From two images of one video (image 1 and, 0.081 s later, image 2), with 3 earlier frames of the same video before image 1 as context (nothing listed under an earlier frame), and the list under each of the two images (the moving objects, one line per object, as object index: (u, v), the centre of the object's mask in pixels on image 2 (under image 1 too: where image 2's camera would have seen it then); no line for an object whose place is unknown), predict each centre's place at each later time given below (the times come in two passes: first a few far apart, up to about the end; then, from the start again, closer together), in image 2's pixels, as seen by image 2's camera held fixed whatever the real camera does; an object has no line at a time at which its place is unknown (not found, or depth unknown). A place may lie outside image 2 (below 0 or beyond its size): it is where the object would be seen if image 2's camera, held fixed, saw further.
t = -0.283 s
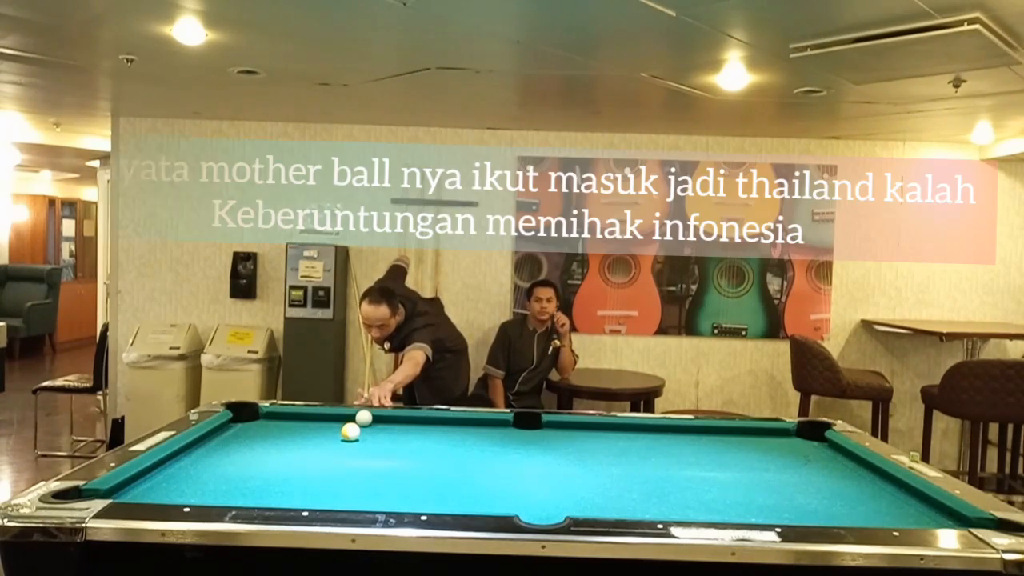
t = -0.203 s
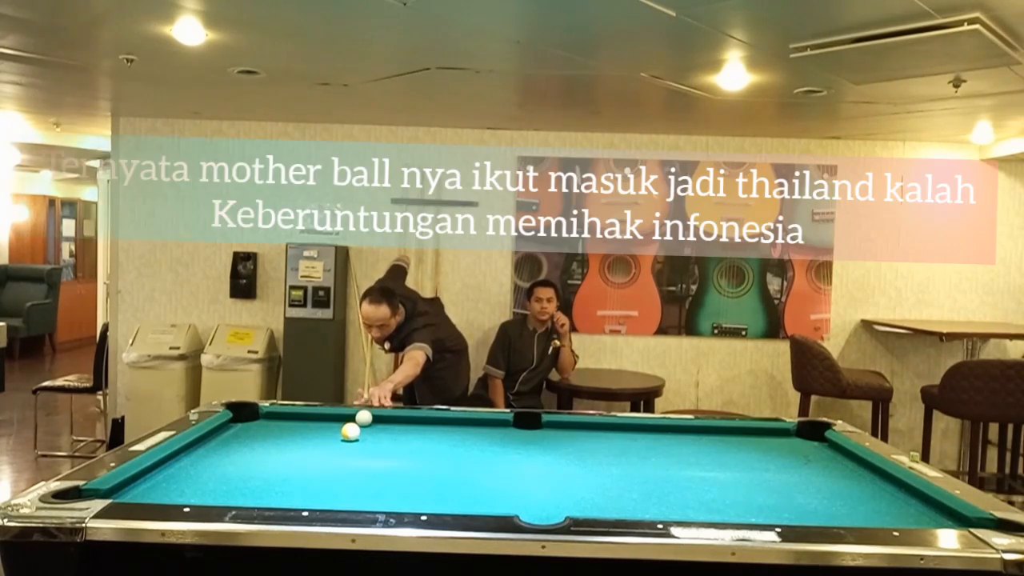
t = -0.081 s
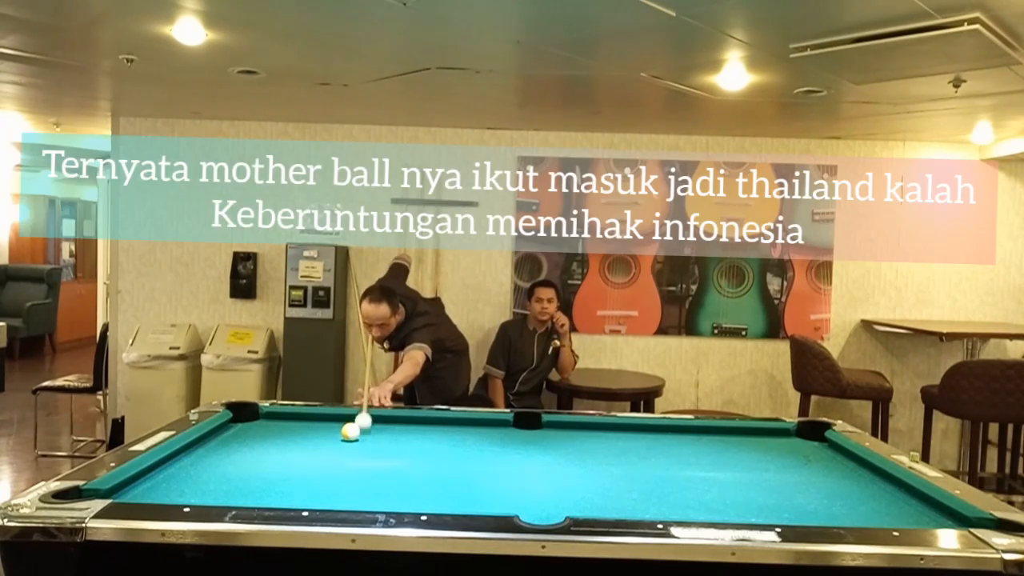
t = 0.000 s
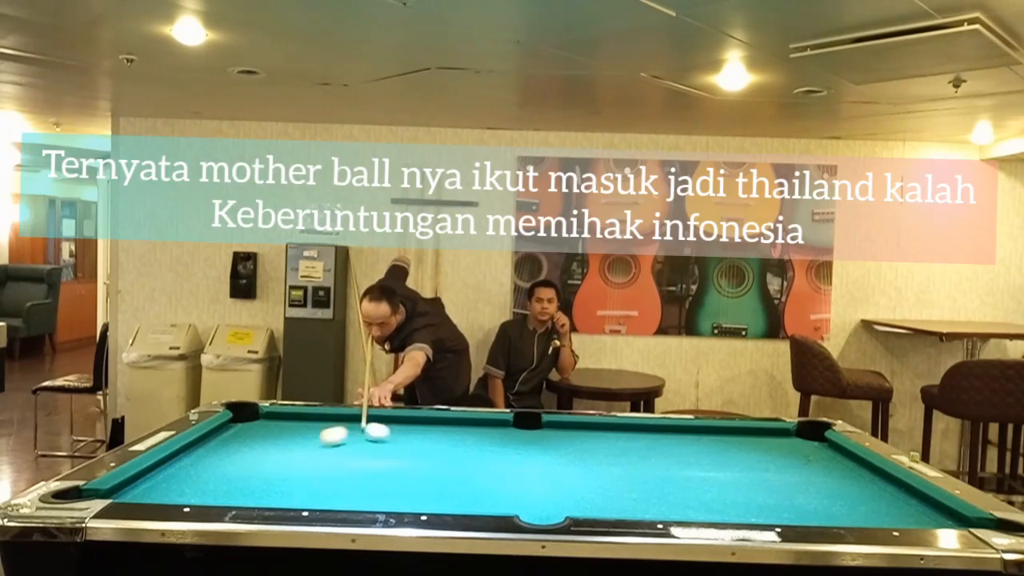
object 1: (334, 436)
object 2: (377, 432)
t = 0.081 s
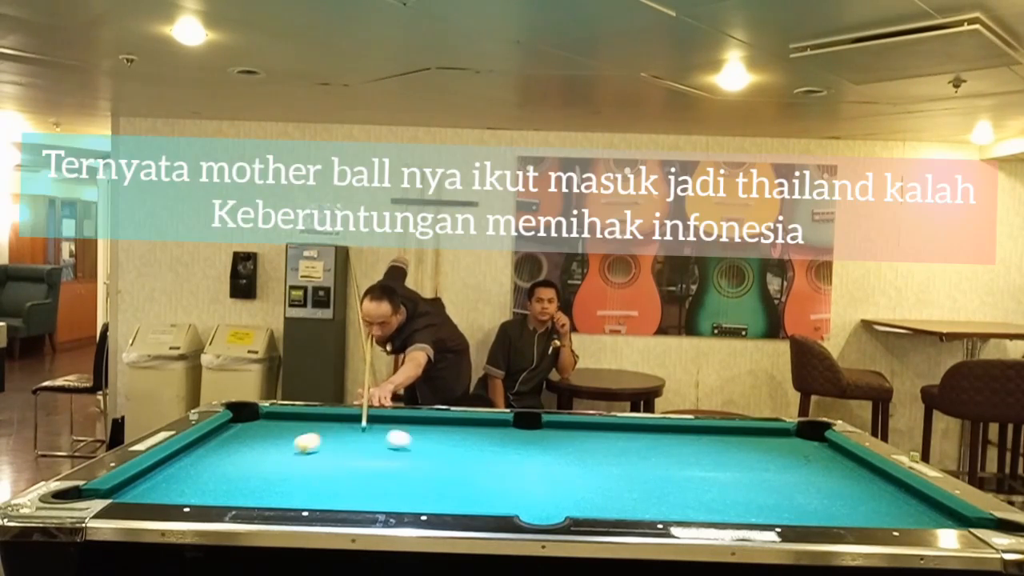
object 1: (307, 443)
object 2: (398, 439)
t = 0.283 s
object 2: (457, 461)
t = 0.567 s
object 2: (561, 501)
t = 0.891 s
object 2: (649, 499)
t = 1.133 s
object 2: (689, 483)
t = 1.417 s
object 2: (726, 468)
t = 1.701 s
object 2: (754, 456)
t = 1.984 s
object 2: (776, 445)
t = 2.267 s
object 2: (794, 435)
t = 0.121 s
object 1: (296, 446)
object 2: (409, 443)
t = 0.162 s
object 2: (421, 447)
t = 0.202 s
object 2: (433, 452)
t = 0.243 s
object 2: (445, 456)
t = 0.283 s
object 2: (457, 461)
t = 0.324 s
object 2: (471, 466)
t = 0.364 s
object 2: (484, 472)
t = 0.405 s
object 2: (498, 478)
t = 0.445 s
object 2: (513, 483)
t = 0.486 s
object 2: (528, 488)
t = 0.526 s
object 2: (545, 494)
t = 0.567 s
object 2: (561, 501)
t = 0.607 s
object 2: (579, 505)
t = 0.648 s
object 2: (597, 510)
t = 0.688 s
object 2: (608, 509)
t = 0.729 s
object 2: (617, 507)
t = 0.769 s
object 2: (625, 505)
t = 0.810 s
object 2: (633, 503)
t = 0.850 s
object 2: (641, 501)
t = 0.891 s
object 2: (649, 499)
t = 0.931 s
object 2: (656, 496)
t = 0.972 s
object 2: (663, 493)
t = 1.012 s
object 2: (670, 490)
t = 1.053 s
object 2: (676, 488)
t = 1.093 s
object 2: (683, 486)
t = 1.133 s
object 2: (689, 483)
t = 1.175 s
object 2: (695, 481)
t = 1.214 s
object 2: (700, 478)
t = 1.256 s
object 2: (706, 476)
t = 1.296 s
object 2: (711, 474)
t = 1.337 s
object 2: (716, 472)
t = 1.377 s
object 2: (721, 470)
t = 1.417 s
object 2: (726, 468)
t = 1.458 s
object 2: (730, 466)
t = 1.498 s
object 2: (734, 464)
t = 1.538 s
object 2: (739, 463)
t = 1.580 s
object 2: (743, 461)
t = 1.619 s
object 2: (747, 459)
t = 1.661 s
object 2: (751, 457)
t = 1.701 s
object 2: (754, 456)
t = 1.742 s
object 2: (758, 454)
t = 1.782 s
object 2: (761, 452)
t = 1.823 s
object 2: (764, 451)
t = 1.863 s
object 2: (768, 449)
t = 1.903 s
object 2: (770, 448)
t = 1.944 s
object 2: (774, 446)
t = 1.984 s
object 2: (776, 445)
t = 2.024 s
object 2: (779, 443)
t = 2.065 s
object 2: (782, 442)
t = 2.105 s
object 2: (784, 441)
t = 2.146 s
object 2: (787, 440)
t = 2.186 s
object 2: (789, 438)
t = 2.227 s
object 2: (791, 437)
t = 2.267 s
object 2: (794, 435)
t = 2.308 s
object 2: (796, 434)
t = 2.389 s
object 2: (800, 432)
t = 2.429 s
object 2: (802, 430)
